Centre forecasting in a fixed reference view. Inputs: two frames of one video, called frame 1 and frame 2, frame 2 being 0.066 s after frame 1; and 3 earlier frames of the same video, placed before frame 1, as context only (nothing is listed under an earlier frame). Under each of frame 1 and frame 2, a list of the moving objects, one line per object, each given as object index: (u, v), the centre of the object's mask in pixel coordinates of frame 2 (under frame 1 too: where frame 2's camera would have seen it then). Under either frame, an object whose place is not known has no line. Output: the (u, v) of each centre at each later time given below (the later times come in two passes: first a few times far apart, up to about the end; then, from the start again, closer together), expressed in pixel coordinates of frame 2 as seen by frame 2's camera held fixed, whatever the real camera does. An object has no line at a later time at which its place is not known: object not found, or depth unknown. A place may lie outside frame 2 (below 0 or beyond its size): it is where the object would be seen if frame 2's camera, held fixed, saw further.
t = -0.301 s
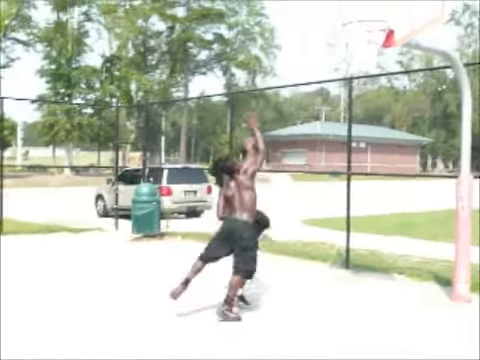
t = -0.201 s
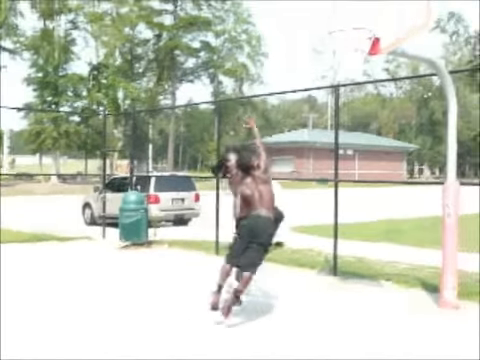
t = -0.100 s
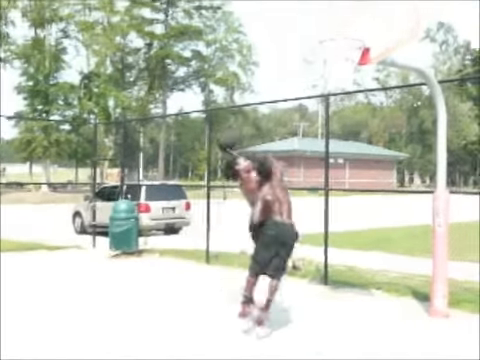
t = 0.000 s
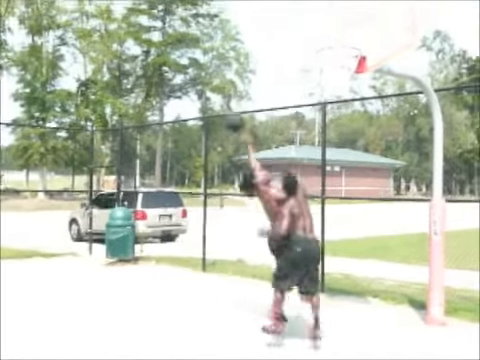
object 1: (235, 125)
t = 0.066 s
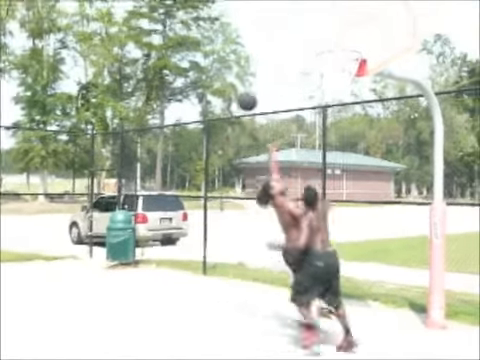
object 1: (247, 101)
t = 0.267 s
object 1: (284, 50)
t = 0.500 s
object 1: (326, 34)
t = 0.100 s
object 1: (253, 91)
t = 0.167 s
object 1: (265, 72)
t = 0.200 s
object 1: (271, 64)
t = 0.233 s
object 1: (277, 56)
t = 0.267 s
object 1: (284, 50)
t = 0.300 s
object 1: (290, 45)
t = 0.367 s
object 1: (302, 37)
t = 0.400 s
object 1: (308, 35)
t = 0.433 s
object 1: (314, 34)
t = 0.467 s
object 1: (320, 33)
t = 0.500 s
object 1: (326, 34)
